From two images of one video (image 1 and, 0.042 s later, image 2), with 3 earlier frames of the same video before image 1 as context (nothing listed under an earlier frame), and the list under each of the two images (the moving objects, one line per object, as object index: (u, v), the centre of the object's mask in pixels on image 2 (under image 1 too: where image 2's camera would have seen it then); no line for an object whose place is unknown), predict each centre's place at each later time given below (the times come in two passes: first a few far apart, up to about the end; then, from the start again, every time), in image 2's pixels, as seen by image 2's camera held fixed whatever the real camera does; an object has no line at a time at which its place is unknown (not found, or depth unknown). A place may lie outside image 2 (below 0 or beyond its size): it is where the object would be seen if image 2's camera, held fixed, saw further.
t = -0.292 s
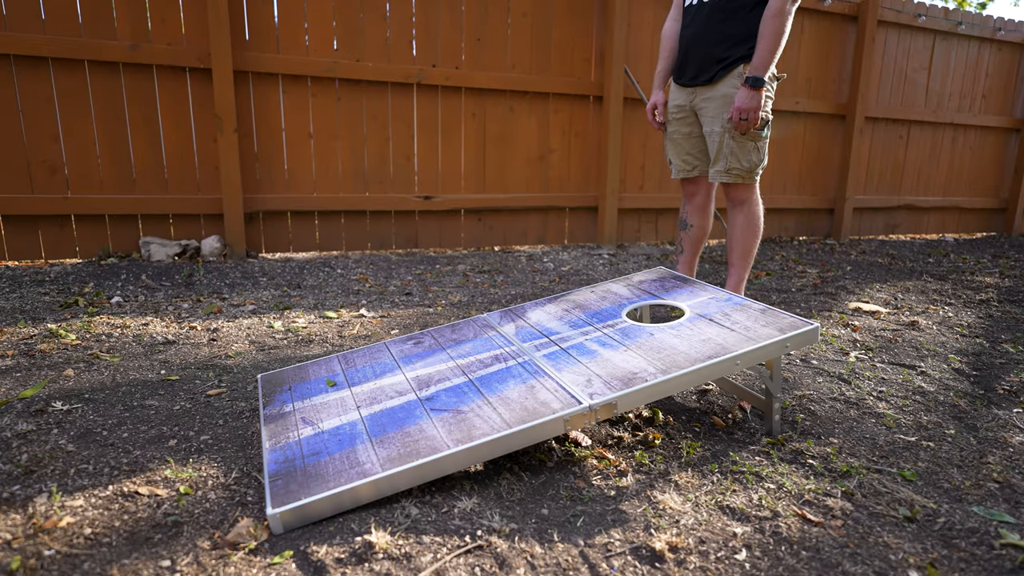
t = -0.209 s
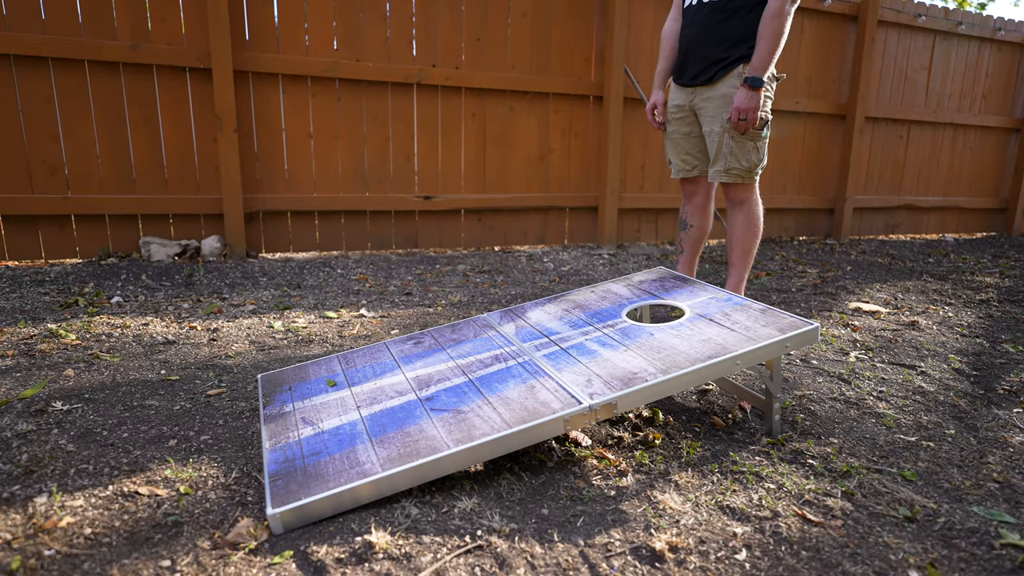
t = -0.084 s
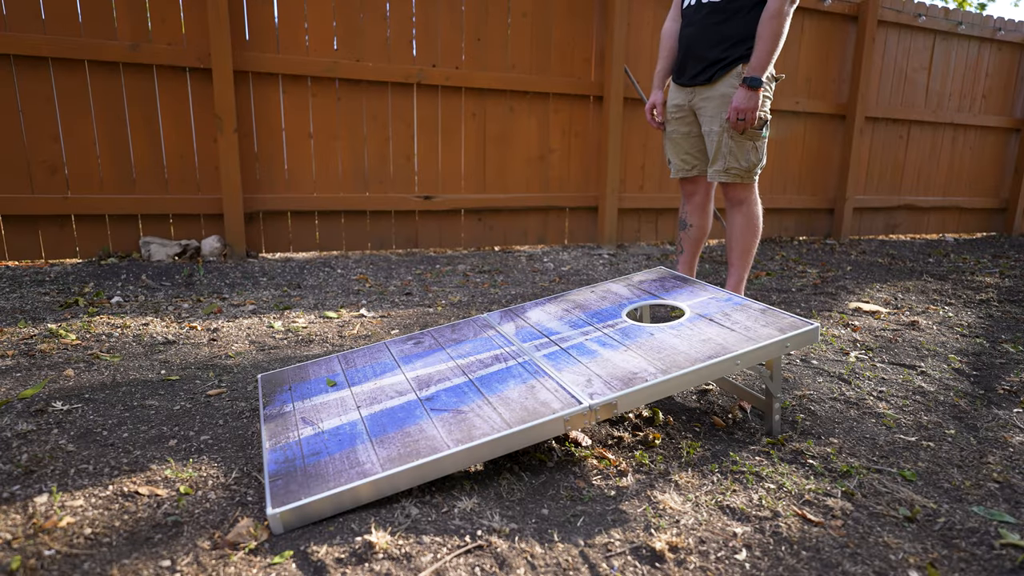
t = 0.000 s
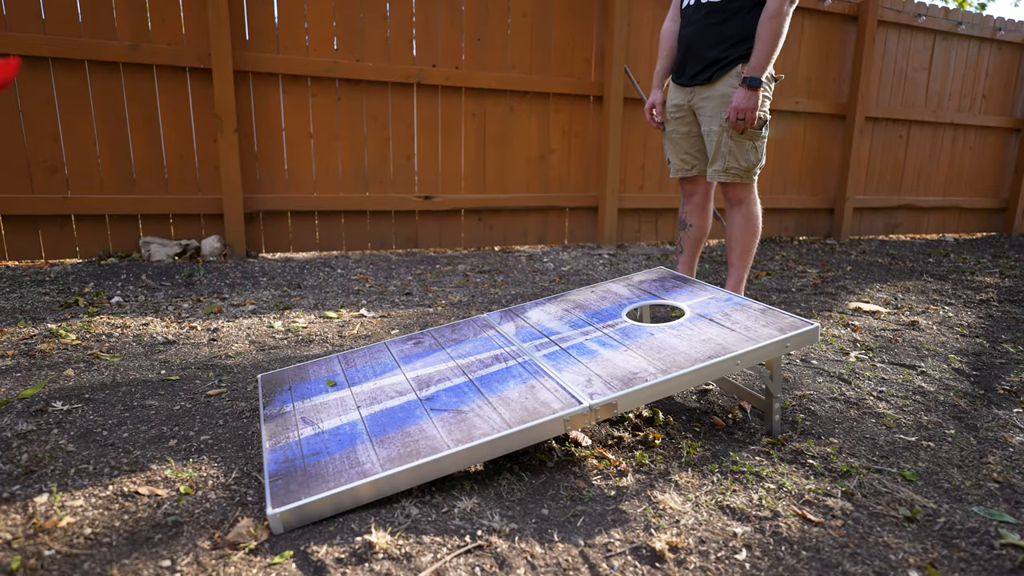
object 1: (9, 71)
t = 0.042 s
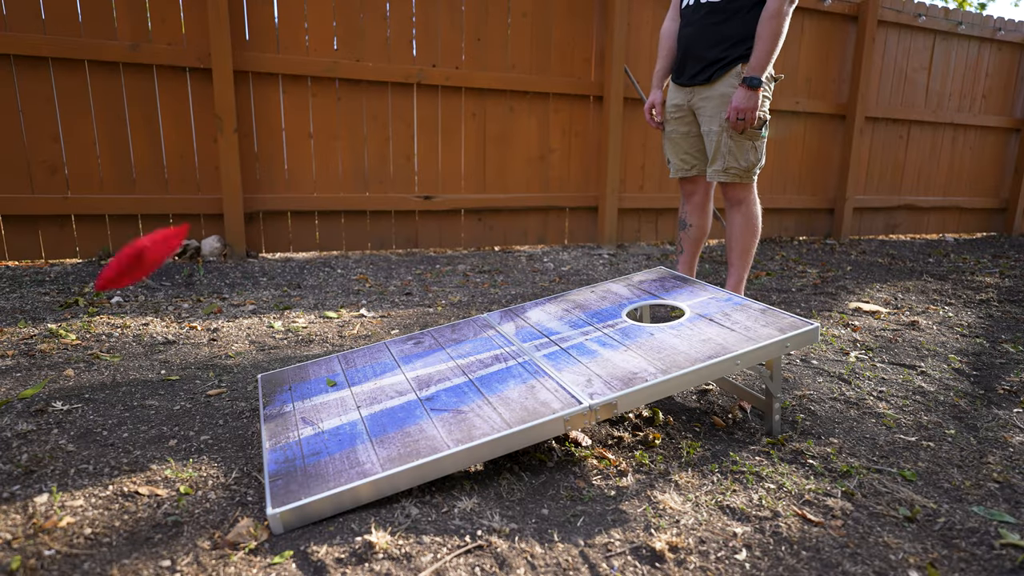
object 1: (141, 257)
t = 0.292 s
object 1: (448, 359)
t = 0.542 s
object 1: (521, 384)
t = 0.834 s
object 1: (515, 392)
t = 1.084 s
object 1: (515, 392)
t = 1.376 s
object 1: (515, 392)
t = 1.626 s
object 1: (515, 392)
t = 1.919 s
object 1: (515, 392)
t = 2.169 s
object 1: (515, 392)
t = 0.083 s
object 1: (283, 393)
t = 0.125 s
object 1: (334, 395)
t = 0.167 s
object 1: (361, 374)
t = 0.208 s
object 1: (389, 361)
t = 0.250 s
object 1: (418, 356)
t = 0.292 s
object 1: (448, 359)
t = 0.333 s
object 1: (479, 369)
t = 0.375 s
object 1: (502, 381)
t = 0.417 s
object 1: (513, 382)
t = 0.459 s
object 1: (520, 383)
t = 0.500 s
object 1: (522, 383)
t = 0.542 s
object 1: (521, 384)
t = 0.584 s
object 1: (520, 385)
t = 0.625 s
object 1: (519, 387)
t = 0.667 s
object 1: (517, 389)
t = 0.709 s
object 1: (516, 390)
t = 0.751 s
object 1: (516, 391)
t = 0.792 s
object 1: (515, 392)
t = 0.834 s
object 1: (515, 392)
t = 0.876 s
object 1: (515, 392)
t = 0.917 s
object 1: (515, 392)
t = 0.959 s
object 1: (515, 392)
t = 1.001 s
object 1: (515, 392)
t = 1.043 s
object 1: (515, 392)
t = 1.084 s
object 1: (515, 392)
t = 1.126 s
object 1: (515, 392)
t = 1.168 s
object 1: (515, 392)
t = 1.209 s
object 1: (515, 392)
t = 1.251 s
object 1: (515, 392)
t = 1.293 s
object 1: (515, 392)
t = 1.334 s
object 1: (515, 392)
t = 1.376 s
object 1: (515, 392)
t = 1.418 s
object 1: (515, 392)
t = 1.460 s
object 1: (515, 392)
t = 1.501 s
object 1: (515, 392)
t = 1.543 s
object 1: (515, 392)
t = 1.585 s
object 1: (515, 392)
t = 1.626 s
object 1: (515, 392)
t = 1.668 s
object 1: (515, 392)
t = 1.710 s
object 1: (515, 392)
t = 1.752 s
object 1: (515, 392)
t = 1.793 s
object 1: (515, 392)
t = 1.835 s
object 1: (515, 392)
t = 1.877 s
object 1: (515, 392)
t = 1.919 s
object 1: (515, 392)
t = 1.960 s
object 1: (515, 392)
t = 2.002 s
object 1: (515, 392)
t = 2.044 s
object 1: (515, 392)
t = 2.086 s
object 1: (515, 392)
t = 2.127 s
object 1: (515, 392)
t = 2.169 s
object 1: (515, 392)
